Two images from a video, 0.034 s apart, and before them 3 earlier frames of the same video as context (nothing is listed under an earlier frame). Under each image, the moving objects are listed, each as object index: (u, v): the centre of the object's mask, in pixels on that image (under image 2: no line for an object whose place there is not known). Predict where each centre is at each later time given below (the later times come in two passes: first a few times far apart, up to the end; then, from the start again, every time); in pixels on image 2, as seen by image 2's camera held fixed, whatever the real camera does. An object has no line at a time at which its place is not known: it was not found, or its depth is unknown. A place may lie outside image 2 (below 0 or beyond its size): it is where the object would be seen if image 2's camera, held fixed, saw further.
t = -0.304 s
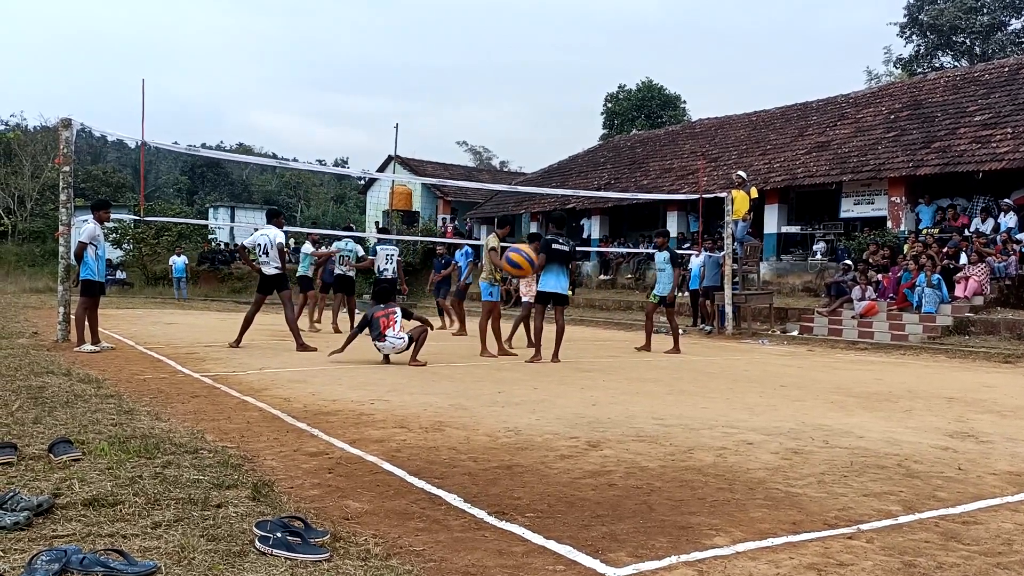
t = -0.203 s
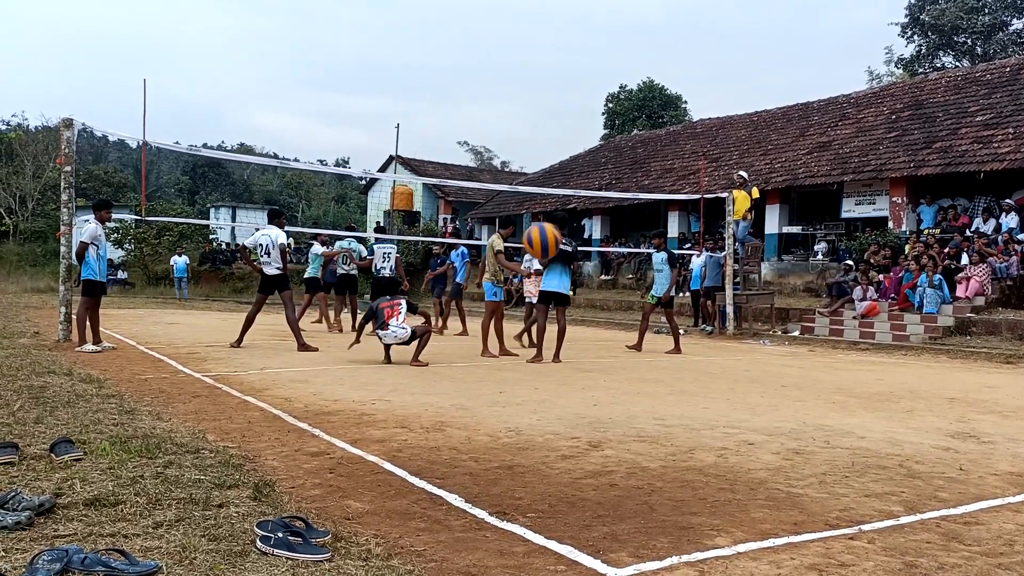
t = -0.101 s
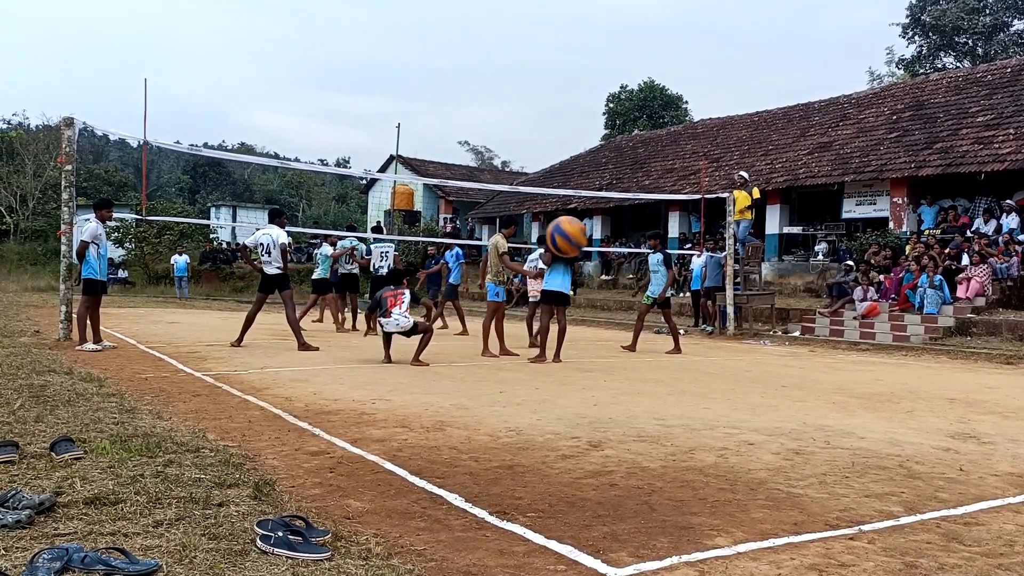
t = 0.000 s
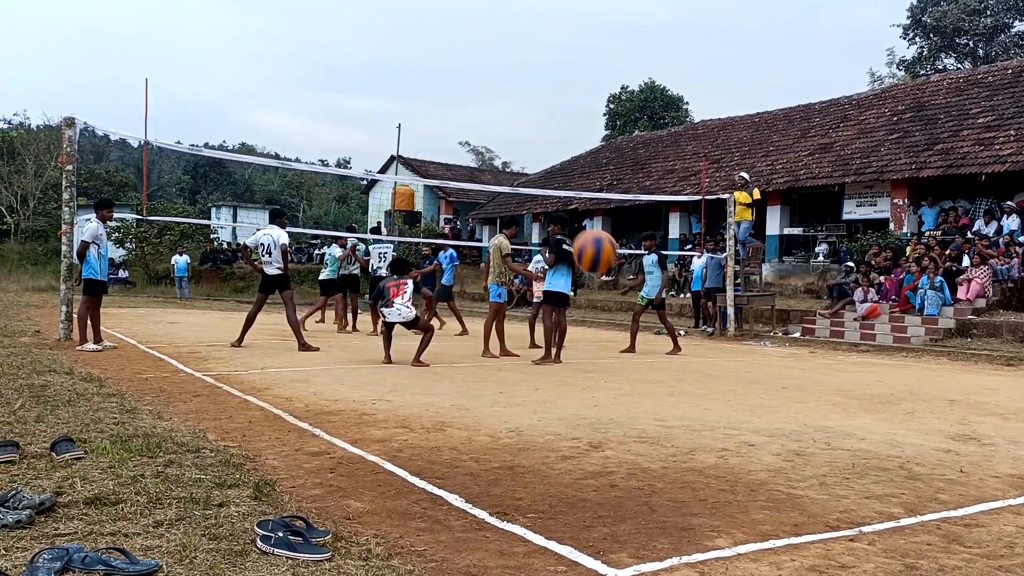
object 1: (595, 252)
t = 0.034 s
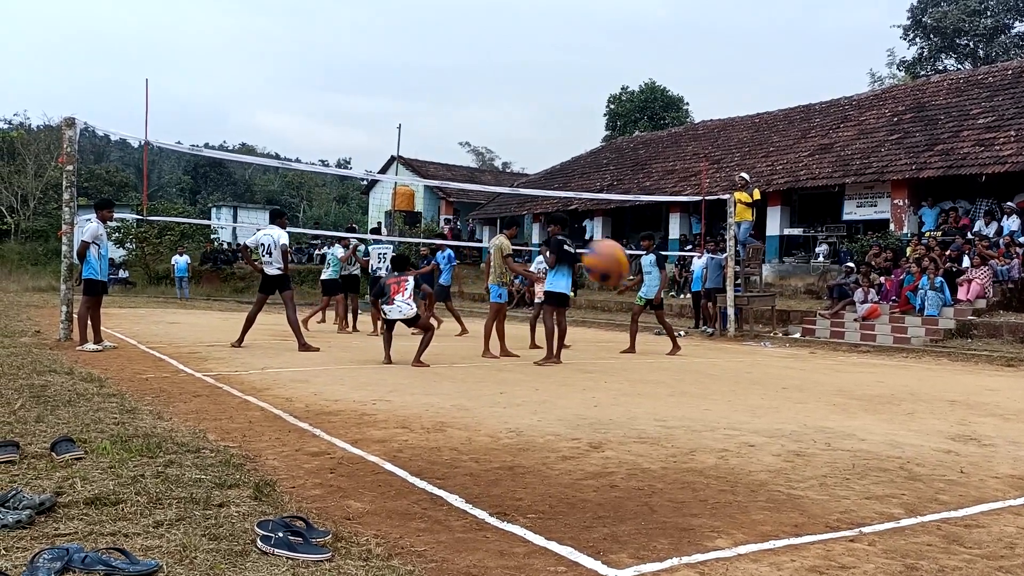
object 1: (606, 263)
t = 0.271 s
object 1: (694, 442)
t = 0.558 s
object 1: (893, 390)
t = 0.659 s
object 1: (991, 373)
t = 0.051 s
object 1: (612, 268)
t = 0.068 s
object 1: (616, 276)
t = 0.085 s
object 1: (620, 282)
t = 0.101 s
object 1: (627, 293)
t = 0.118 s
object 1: (630, 301)
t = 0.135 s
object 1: (638, 312)
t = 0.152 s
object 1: (644, 324)
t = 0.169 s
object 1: (650, 335)
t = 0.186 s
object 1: (659, 352)
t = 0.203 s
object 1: (666, 368)
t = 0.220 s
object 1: (673, 384)
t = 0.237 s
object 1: (680, 403)
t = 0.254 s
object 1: (687, 421)
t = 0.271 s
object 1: (694, 442)
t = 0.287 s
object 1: (702, 465)
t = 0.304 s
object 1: (711, 490)
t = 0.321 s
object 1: (719, 513)
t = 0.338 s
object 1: (728, 514)
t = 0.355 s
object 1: (739, 501)
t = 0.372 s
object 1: (748, 490)
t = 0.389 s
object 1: (759, 478)
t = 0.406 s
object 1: (770, 468)
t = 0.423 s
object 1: (783, 457)
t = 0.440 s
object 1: (793, 449)
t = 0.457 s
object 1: (805, 438)
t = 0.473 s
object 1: (817, 429)
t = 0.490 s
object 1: (831, 419)
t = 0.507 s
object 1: (845, 411)
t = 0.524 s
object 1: (860, 403)
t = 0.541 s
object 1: (875, 397)
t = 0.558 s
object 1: (893, 390)
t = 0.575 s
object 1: (911, 385)
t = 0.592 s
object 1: (930, 381)
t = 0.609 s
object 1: (949, 378)
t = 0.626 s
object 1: (969, 375)
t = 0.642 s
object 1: (982, 374)
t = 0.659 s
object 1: (991, 373)
